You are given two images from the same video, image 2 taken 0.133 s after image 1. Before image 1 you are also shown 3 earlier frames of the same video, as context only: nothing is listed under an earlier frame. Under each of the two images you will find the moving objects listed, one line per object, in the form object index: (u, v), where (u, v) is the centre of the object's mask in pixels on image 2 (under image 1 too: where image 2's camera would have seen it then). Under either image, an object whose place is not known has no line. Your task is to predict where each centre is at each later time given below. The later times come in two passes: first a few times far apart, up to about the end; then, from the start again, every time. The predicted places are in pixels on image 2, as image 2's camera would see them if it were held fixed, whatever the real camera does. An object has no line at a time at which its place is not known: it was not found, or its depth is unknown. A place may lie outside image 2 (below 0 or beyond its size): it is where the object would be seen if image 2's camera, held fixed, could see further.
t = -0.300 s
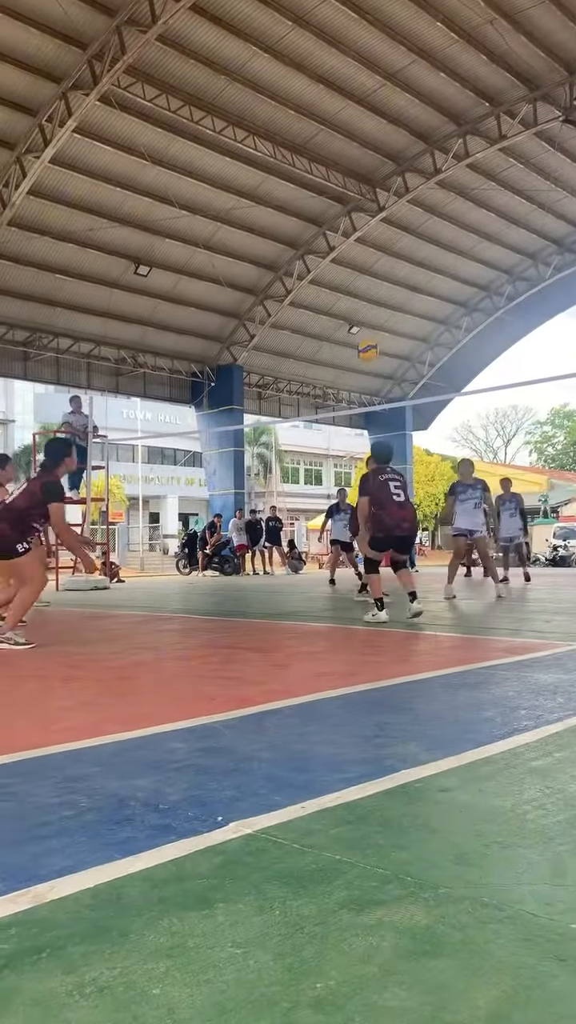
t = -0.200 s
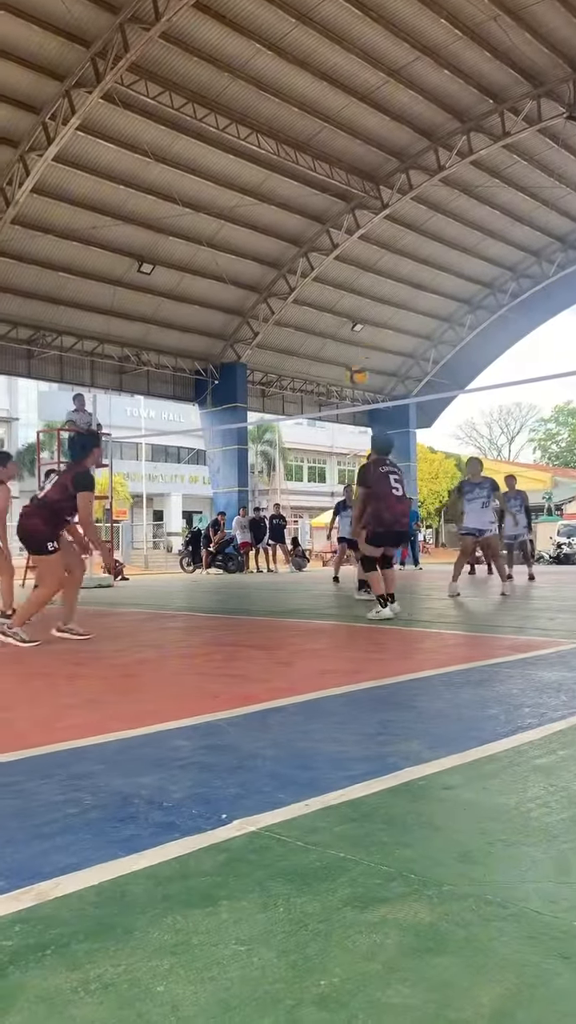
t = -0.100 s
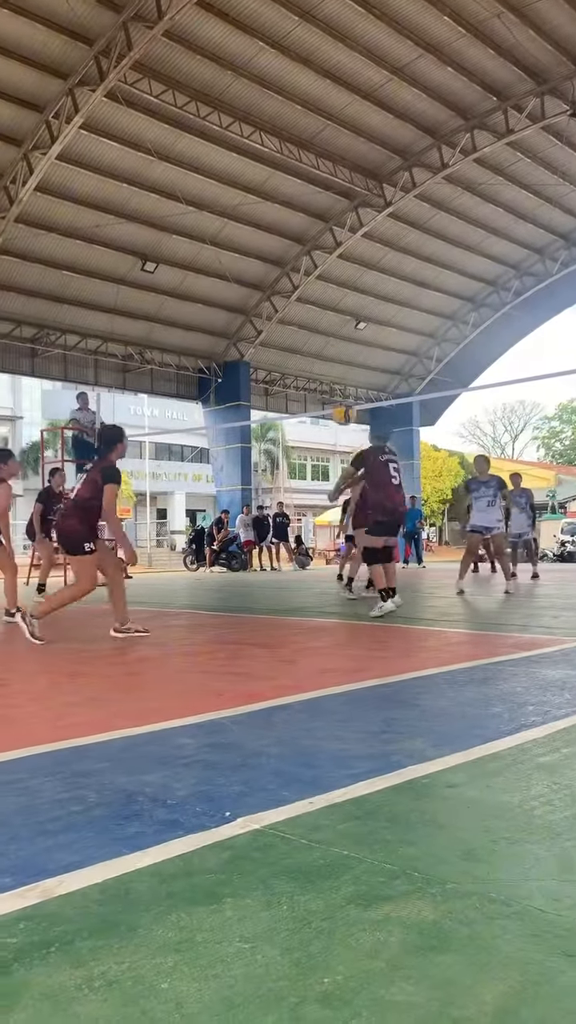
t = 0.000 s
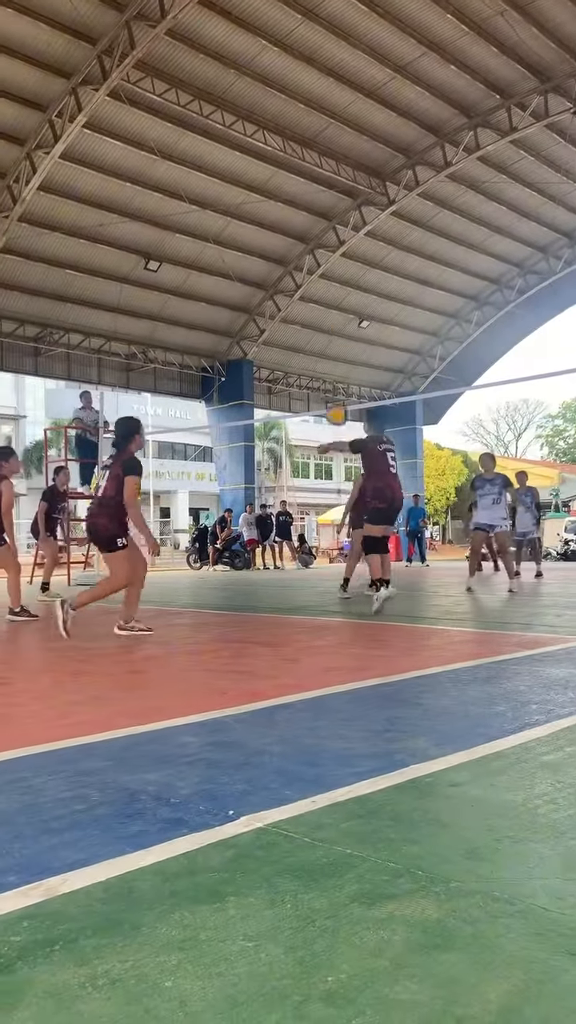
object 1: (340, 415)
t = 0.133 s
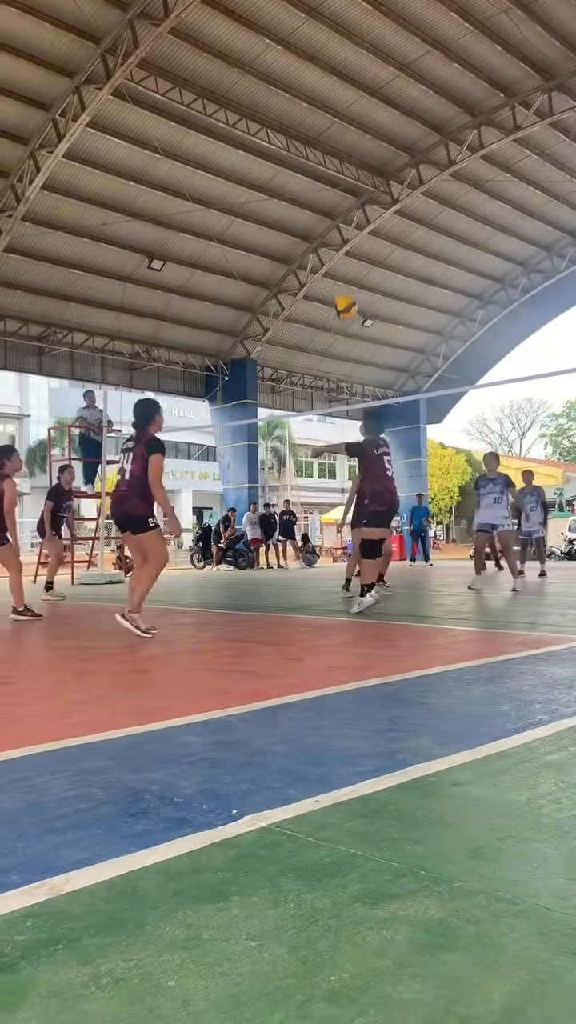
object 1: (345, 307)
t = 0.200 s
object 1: (347, 262)
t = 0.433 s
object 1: (353, 153)
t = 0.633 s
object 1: (358, 112)
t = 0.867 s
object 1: (366, 118)
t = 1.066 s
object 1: (371, 168)
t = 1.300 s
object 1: (377, 272)
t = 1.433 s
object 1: (383, 355)
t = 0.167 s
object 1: (347, 283)
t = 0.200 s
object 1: (347, 262)
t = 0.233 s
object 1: (347, 242)
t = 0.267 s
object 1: (348, 226)
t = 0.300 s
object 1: (350, 206)
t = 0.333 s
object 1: (351, 192)
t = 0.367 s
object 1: (351, 178)
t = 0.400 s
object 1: (352, 165)
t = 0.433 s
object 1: (353, 153)
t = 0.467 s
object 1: (354, 144)
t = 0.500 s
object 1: (355, 135)
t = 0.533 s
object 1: (355, 127)
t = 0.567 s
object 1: (356, 120)
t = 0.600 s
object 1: (358, 115)
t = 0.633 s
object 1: (358, 112)
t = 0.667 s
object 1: (360, 108)
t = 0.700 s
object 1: (361, 107)
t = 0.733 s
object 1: (362, 108)
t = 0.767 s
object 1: (363, 108)
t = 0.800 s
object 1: (364, 110)
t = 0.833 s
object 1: (365, 114)
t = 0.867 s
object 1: (366, 118)
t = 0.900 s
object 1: (367, 122)
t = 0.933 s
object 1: (367, 130)
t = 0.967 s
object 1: (368, 137)
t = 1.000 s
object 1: (370, 147)
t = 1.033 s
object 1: (371, 157)
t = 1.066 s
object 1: (371, 168)
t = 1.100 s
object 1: (372, 178)
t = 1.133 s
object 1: (374, 192)
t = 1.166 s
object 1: (375, 207)
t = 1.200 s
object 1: (377, 222)
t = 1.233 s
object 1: (377, 237)
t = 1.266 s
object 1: (378, 254)
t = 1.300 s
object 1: (377, 272)
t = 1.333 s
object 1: (379, 291)
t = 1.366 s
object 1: (380, 312)
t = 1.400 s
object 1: (382, 332)
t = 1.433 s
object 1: (383, 355)
